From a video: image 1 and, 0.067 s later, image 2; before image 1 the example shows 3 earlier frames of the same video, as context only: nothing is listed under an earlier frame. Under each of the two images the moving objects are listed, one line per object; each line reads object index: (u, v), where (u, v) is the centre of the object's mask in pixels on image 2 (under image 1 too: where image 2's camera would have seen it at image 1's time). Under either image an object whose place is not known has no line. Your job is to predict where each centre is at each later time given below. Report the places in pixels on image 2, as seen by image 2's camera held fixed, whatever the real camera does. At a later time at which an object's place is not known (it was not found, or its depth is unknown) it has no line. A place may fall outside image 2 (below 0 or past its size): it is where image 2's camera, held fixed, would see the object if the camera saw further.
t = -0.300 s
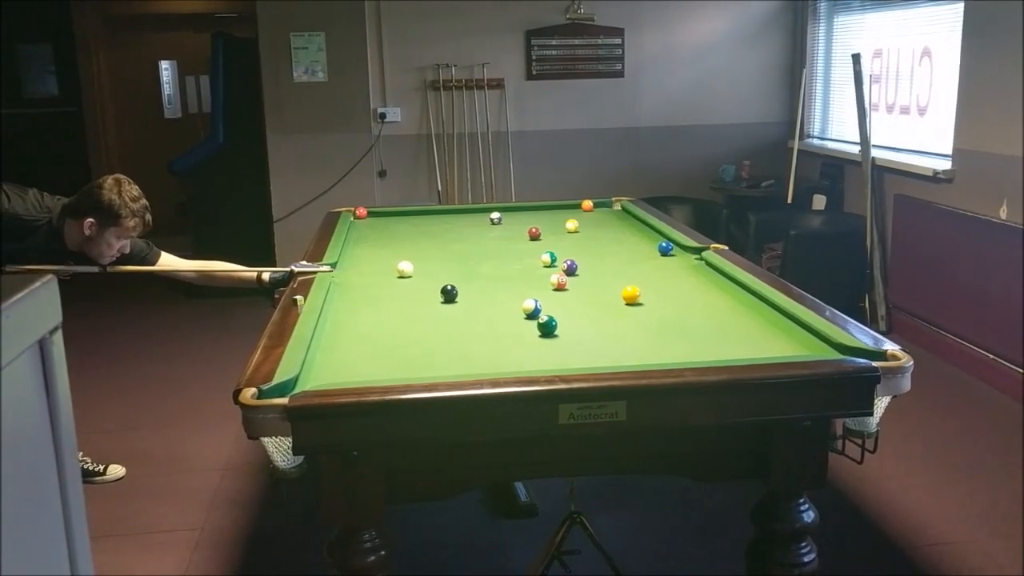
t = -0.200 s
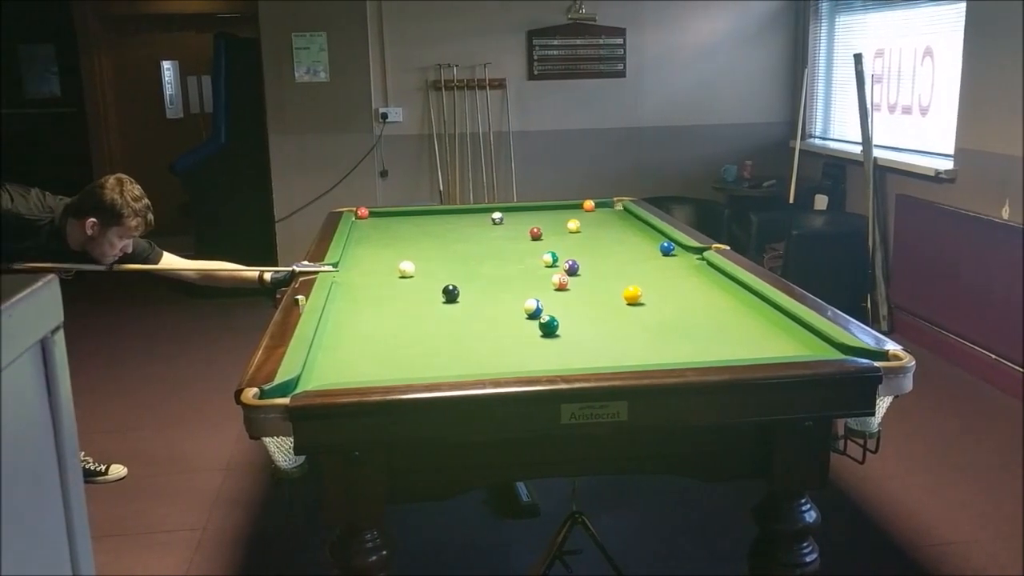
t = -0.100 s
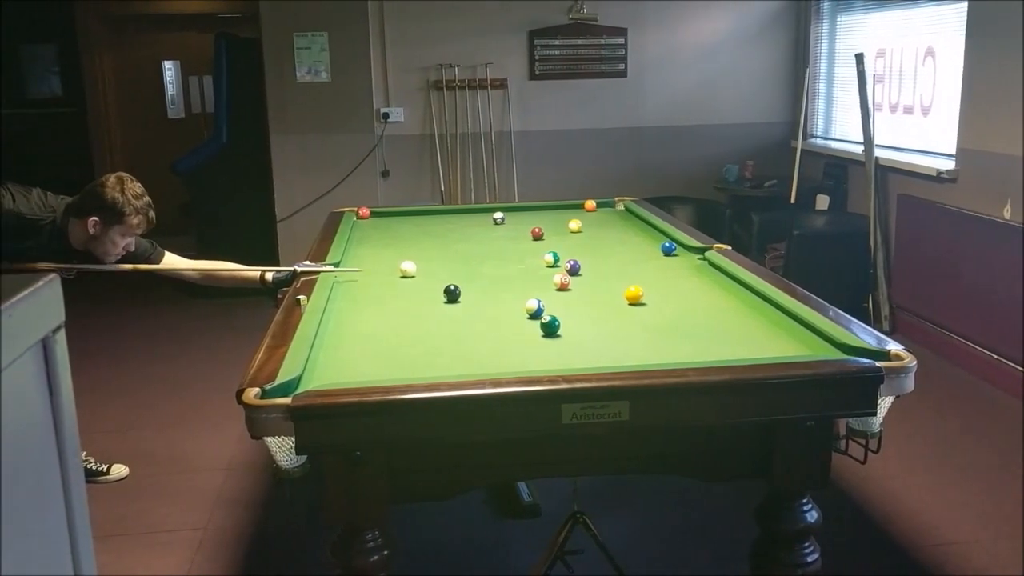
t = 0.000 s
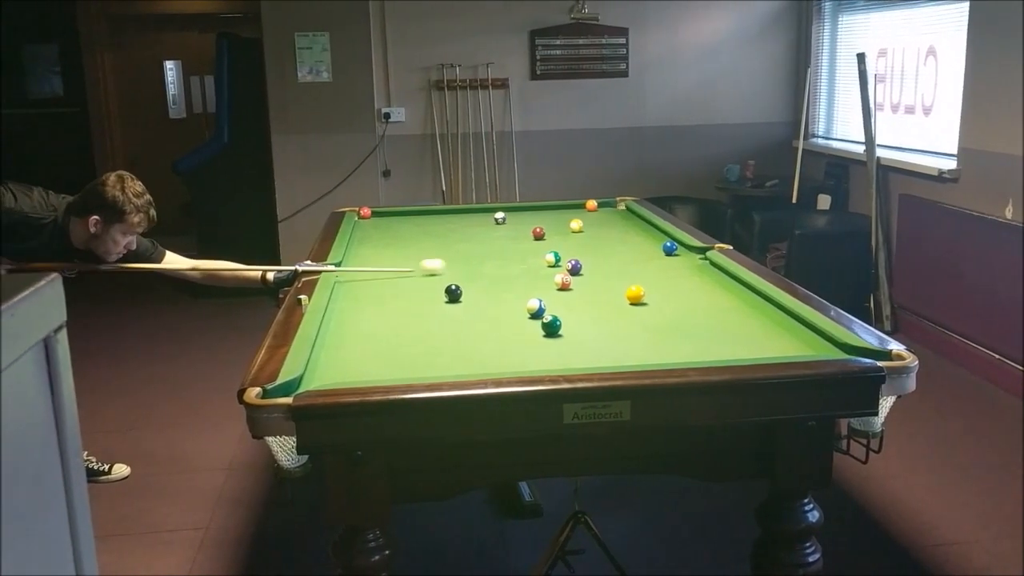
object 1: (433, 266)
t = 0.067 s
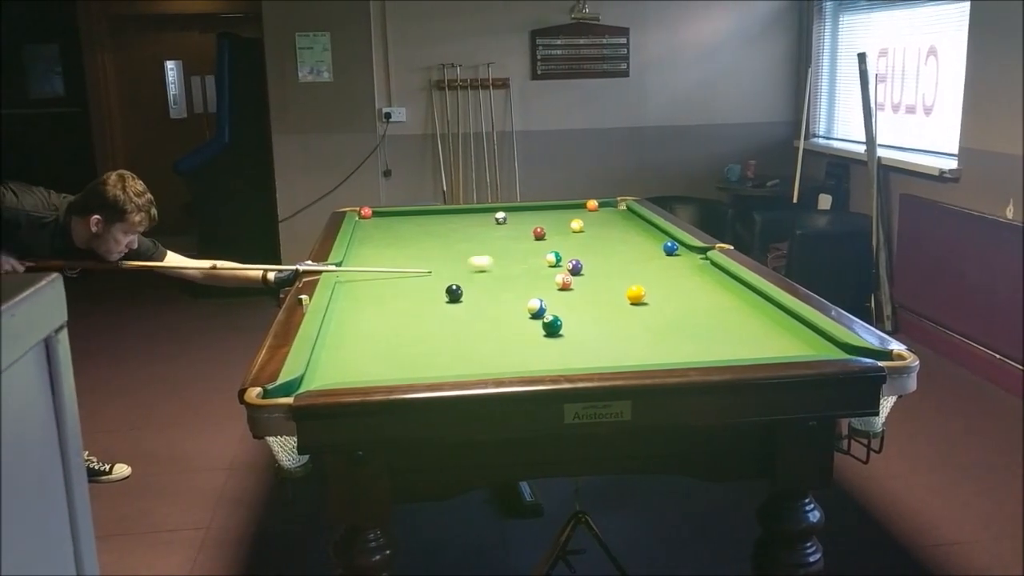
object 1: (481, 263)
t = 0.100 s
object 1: (503, 261)
